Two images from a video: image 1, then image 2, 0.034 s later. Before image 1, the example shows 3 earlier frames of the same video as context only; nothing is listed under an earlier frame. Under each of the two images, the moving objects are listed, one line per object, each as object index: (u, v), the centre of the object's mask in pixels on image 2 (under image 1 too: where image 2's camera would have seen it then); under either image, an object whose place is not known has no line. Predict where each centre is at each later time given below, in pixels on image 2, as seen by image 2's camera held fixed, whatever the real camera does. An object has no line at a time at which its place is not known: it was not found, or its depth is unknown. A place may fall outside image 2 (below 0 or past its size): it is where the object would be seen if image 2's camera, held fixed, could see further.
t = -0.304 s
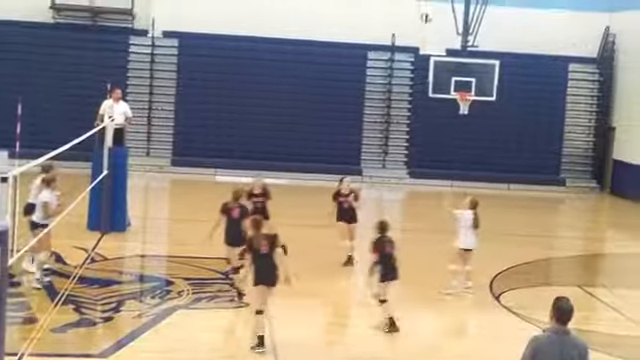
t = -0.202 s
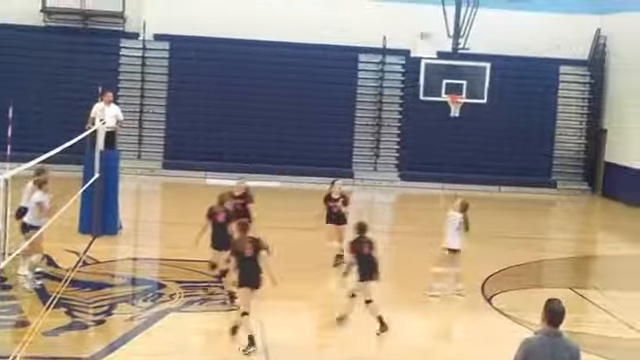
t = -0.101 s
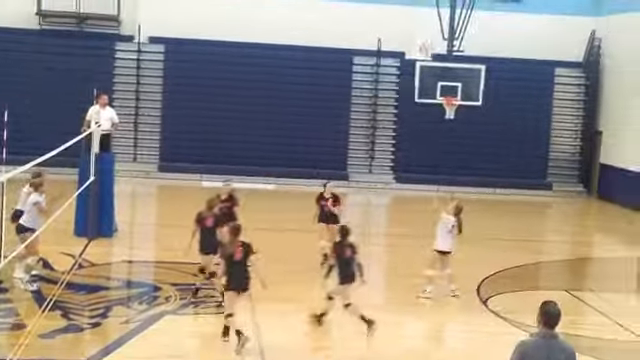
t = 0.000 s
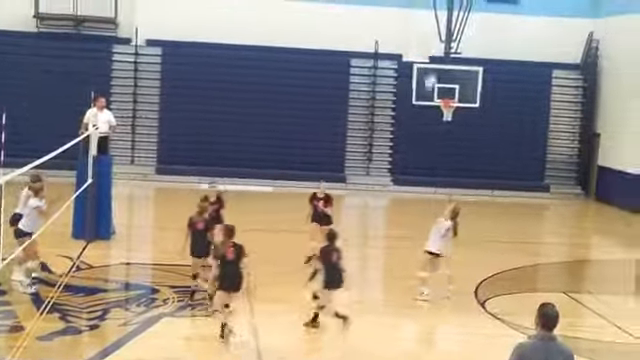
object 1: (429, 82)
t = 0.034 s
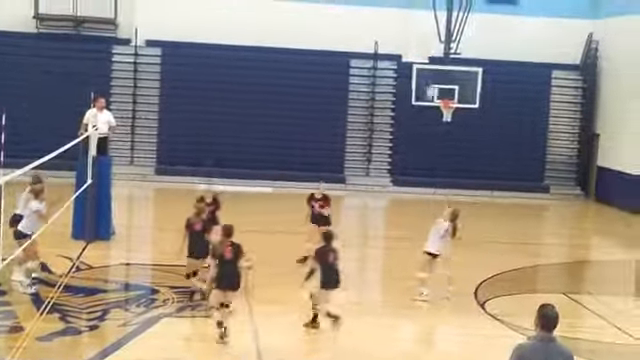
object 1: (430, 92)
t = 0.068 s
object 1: (435, 105)
